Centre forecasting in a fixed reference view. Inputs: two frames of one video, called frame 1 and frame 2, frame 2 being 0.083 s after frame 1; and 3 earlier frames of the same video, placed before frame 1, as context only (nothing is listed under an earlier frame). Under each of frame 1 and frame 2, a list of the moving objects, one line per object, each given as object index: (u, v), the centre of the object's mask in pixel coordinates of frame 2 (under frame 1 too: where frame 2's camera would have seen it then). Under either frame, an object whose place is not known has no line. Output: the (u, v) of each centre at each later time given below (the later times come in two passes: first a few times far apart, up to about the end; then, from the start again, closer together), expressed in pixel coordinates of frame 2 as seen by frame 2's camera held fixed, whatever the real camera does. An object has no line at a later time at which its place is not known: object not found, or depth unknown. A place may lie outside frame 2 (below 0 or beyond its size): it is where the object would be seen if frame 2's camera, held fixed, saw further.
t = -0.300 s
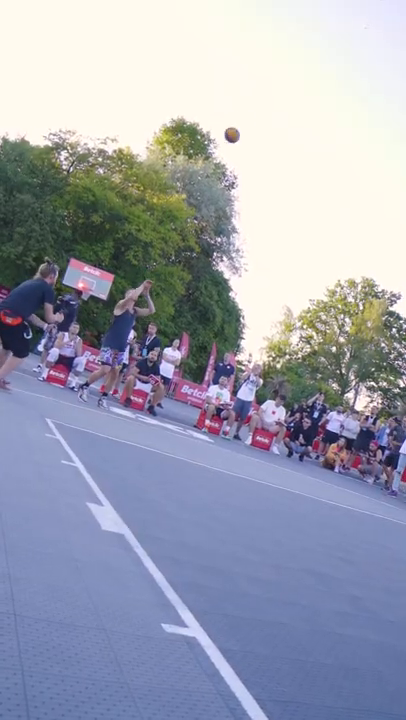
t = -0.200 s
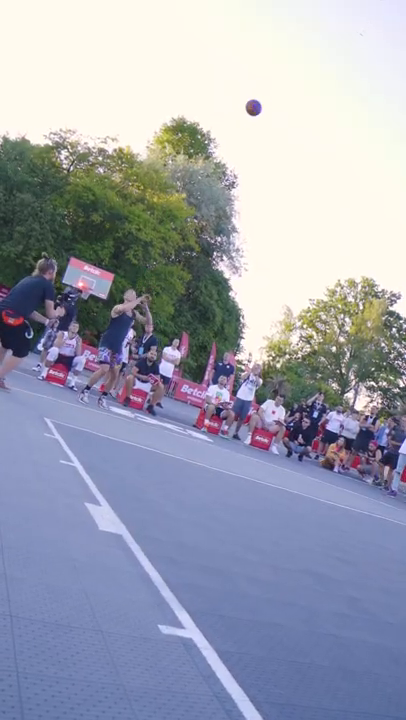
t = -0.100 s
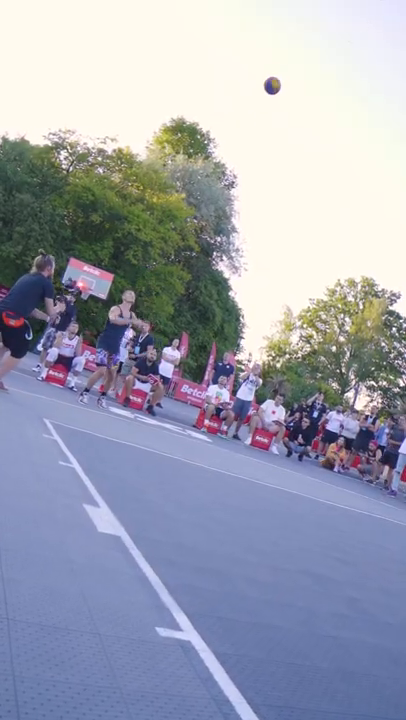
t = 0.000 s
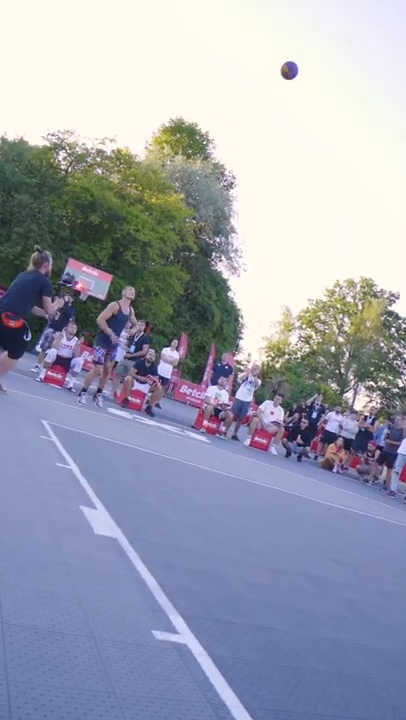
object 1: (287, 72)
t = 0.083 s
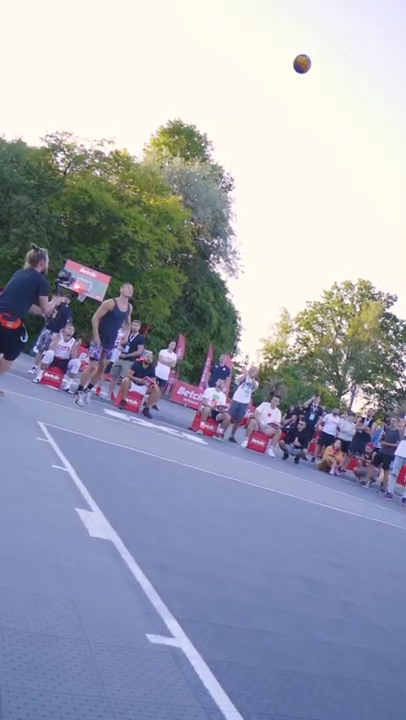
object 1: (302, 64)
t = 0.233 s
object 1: (325, 61)
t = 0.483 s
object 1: (358, 91)
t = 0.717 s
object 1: (377, 172)
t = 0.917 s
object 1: (376, 298)
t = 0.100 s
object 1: (304, 63)
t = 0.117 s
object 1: (307, 62)
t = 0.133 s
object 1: (310, 61)
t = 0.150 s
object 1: (313, 61)
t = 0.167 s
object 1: (315, 60)
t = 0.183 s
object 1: (318, 60)
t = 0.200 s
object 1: (320, 60)
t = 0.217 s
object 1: (323, 61)
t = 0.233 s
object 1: (325, 61)
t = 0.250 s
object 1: (328, 61)
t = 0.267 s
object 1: (330, 62)
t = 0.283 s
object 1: (332, 63)
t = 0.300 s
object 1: (335, 64)
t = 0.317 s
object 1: (337, 66)
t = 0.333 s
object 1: (339, 67)
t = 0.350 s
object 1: (341, 69)
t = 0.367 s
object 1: (344, 71)
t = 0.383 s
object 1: (346, 73)
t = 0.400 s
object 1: (348, 76)
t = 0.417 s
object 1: (350, 78)
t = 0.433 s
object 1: (352, 81)
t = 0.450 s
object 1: (354, 84)
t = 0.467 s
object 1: (356, 88)
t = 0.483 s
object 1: (358, 91)
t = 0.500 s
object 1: (359, 95)
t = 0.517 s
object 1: (361, 99)
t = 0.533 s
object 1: (363, 104)
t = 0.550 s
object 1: (364, 108)
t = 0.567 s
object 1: (366, 114)
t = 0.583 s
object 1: (367, 119)
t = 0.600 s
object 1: (369, 124)
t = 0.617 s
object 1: (370, 130)
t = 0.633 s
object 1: (372, 136)
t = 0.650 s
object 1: (373, 143)
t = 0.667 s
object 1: (374, 150)
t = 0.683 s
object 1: (375, 157)
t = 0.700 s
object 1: (376, 164)
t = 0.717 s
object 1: (377, 172)
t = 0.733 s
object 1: (378, 180)
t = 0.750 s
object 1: (379, 189)
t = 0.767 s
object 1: (380, 198)
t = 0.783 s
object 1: (380, 208)
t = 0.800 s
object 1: (381, 217)
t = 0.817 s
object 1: (381, 227)
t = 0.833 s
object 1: (381, 238)
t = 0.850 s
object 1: (381, 249)
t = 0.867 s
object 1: (381, 261)
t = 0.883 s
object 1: (381, 273)
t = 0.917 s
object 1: (376, 298)
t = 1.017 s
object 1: (374, 389)
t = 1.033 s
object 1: (374, 406)
